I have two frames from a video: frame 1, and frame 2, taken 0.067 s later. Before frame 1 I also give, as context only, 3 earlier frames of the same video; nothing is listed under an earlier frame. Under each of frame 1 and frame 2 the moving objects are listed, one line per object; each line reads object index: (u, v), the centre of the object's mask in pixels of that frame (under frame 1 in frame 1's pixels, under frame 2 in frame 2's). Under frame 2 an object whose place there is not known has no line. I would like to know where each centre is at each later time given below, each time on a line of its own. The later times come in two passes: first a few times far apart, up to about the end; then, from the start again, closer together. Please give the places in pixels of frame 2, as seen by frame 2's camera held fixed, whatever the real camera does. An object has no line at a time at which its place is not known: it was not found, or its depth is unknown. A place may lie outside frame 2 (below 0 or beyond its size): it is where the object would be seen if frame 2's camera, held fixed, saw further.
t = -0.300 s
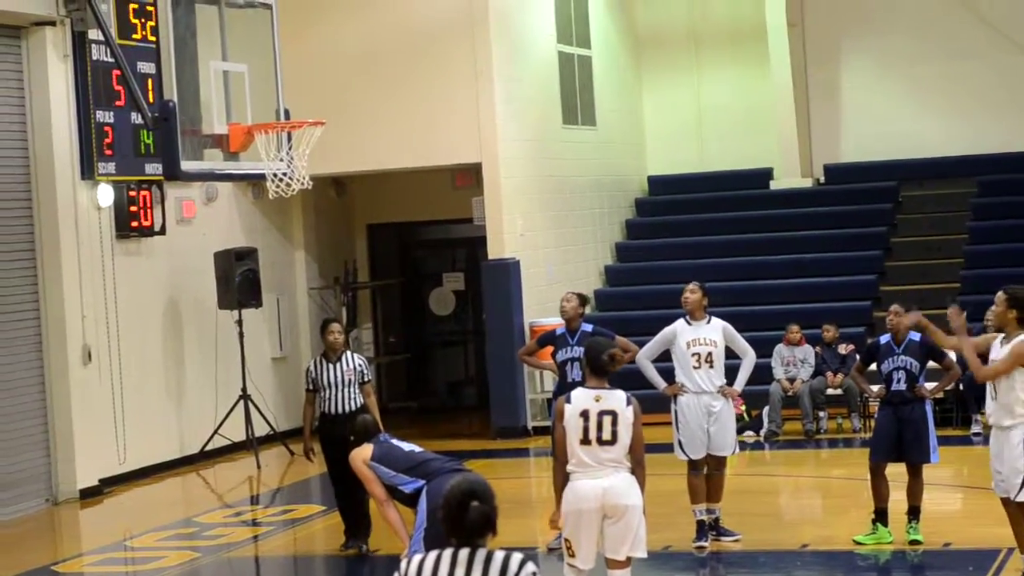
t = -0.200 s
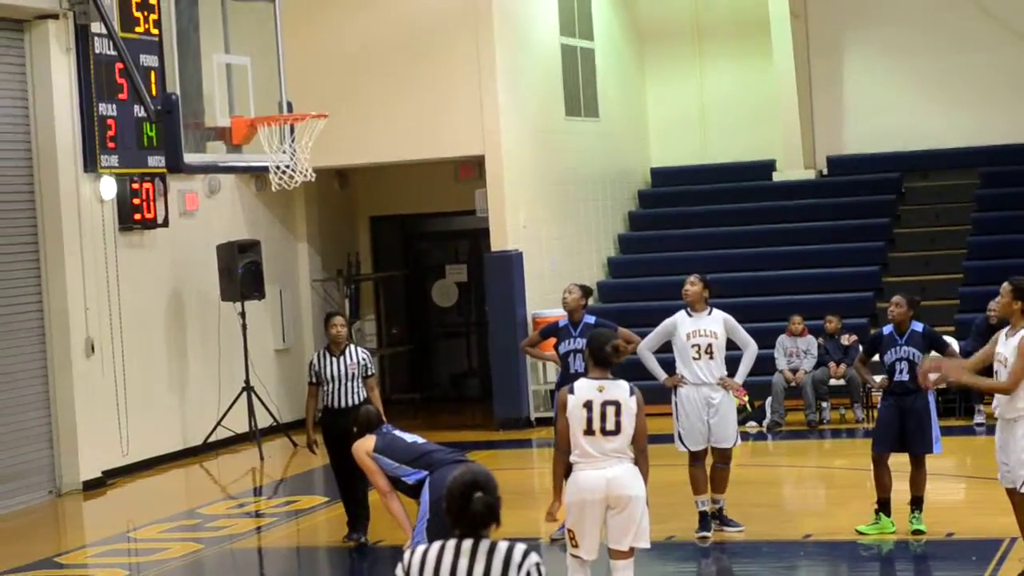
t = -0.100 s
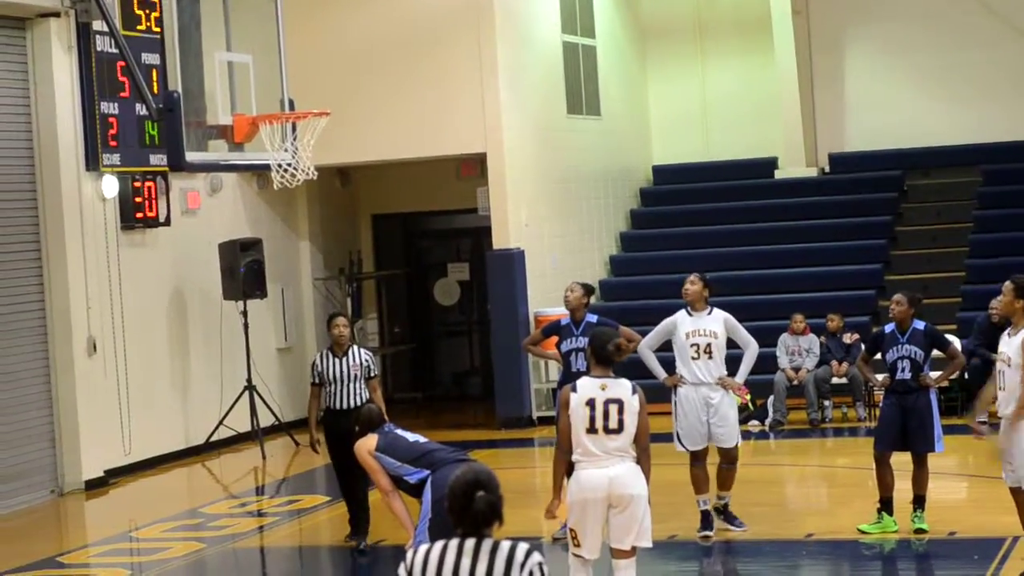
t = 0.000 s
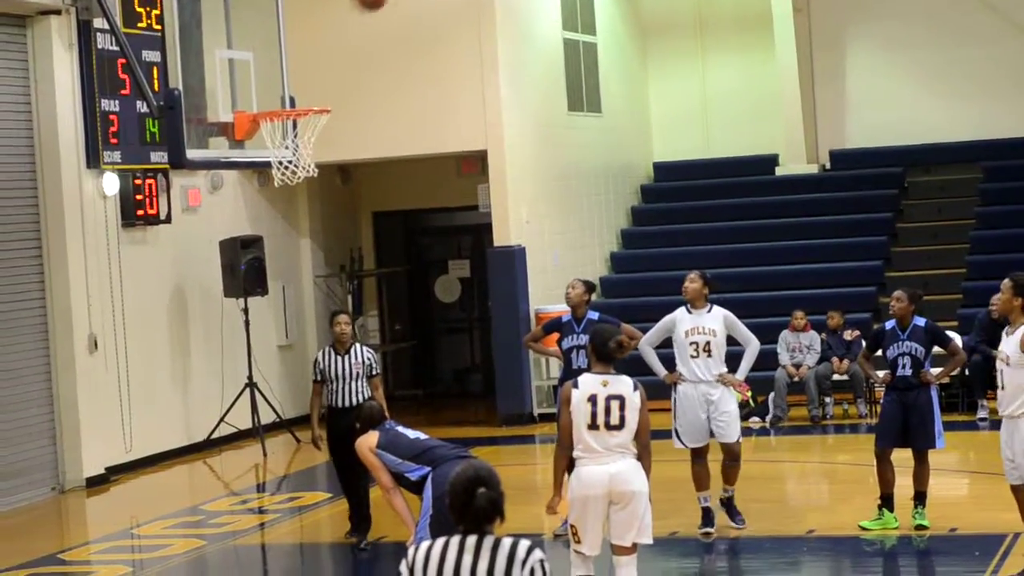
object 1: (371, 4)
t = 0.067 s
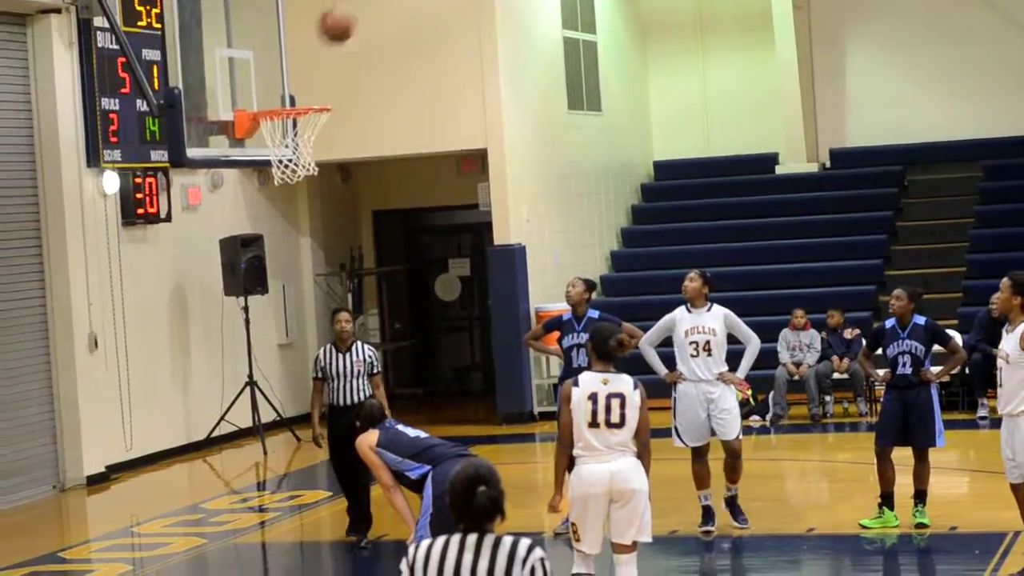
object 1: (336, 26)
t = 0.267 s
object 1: (318, 127)
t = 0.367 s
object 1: (323, 150)
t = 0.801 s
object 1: (308, 389)
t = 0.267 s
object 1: (318, 127)
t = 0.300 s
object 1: (321, 135)
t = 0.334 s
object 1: (323, 145)
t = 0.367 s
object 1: (323, 150)
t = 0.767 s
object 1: (306, 360)
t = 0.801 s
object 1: (308, 389)
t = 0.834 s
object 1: (306, 421)
